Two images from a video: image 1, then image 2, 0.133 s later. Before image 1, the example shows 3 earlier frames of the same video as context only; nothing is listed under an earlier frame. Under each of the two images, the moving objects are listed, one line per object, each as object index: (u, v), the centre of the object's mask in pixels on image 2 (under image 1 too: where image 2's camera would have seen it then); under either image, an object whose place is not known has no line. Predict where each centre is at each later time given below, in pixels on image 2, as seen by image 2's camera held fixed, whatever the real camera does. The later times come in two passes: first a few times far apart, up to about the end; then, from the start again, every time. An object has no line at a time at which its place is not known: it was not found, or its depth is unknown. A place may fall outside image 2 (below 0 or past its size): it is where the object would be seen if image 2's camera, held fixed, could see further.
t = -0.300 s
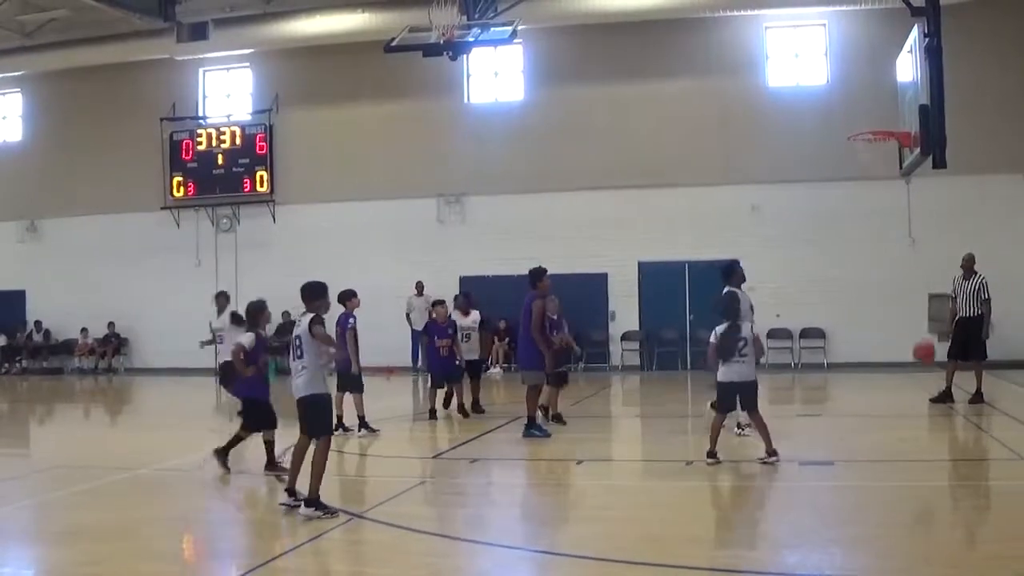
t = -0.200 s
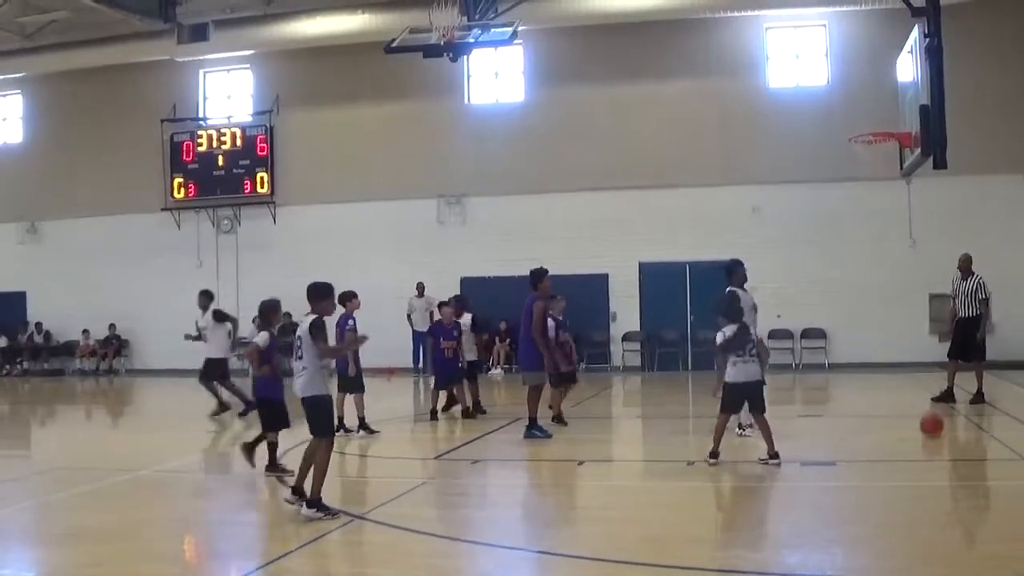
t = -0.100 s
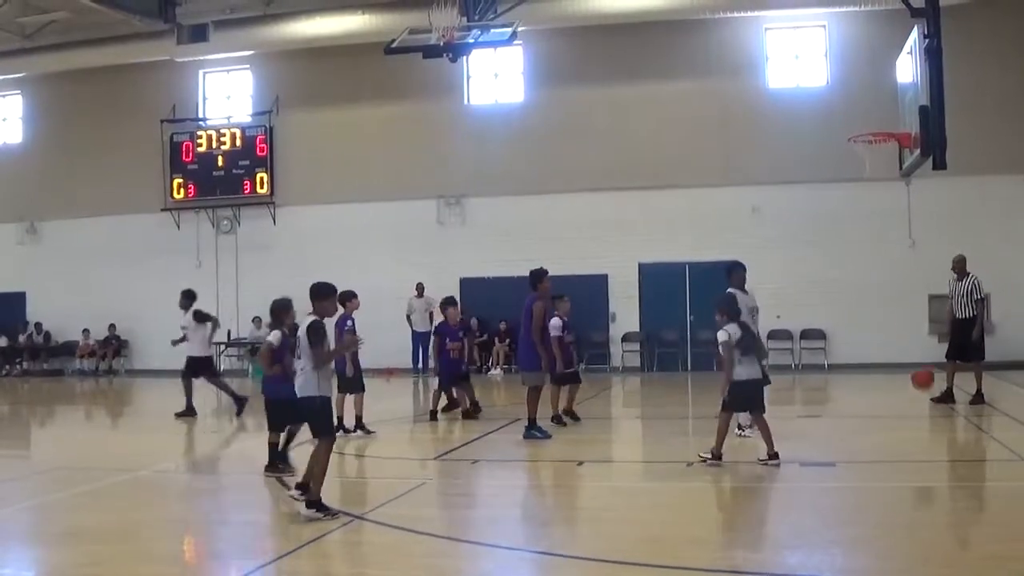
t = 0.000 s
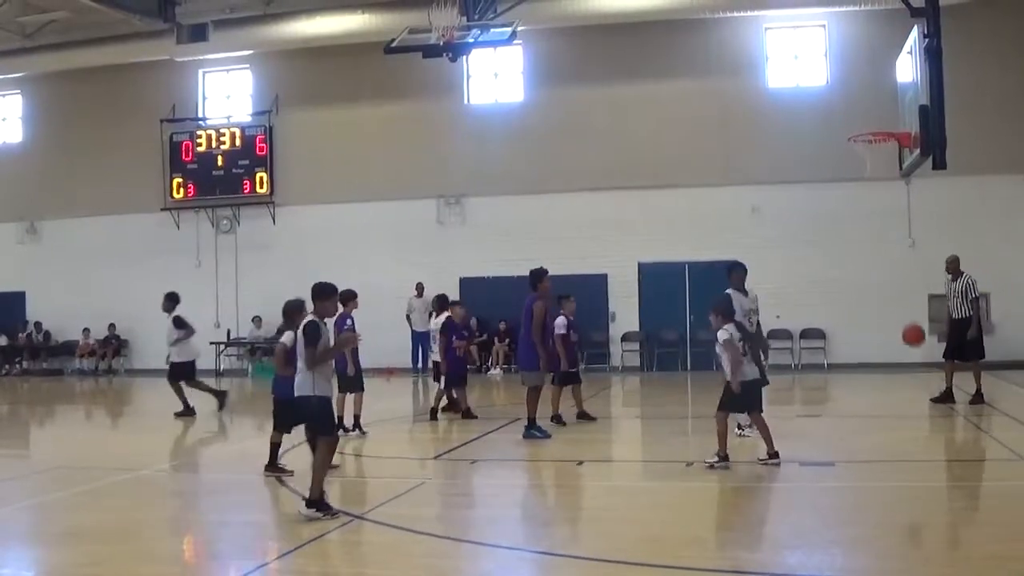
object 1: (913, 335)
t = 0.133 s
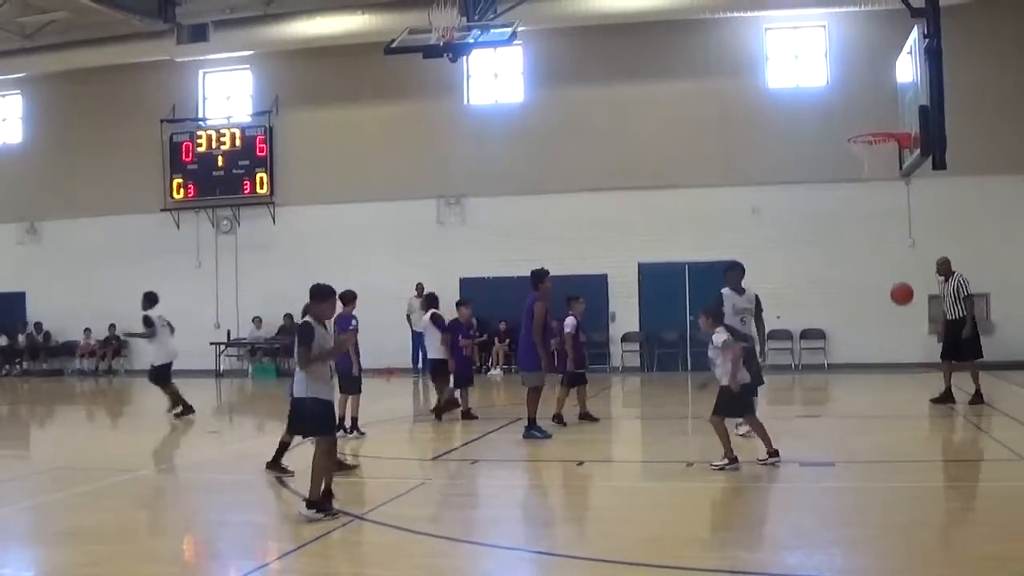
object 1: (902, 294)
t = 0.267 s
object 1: (890, 270)
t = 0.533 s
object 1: (868, 273)
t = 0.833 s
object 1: (847, 356)
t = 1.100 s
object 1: (830, 381)
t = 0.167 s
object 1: (899, 286)
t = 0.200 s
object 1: (896, 280)
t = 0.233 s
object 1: (893, 274)
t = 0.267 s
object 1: (890, 270)
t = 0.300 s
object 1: (887, 266)
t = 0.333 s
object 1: (884, 264)
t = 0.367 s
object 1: (881, 263)
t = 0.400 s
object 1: (879, 263)
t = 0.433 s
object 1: (876, 264)
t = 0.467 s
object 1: (873, 266)
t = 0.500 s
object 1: (871, 269)
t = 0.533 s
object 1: (868, 273)
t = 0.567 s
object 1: (865, 278)
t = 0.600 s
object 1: (863, 284)
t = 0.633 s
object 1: (860, 292)
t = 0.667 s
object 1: (858, 300)
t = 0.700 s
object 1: (856, 309)
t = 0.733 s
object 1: (853, 319)
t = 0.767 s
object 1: (851, 330)
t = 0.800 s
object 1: (848, 343)
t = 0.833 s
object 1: (847, 356)
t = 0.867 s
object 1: (844, 371)
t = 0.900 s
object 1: (842, 386)
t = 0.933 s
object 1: (840, 402)
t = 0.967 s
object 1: (837, 419)
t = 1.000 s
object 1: (836, 414)
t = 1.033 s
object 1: (834, 402)
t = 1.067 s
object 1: (832, 392)
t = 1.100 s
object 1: (830, 381)
